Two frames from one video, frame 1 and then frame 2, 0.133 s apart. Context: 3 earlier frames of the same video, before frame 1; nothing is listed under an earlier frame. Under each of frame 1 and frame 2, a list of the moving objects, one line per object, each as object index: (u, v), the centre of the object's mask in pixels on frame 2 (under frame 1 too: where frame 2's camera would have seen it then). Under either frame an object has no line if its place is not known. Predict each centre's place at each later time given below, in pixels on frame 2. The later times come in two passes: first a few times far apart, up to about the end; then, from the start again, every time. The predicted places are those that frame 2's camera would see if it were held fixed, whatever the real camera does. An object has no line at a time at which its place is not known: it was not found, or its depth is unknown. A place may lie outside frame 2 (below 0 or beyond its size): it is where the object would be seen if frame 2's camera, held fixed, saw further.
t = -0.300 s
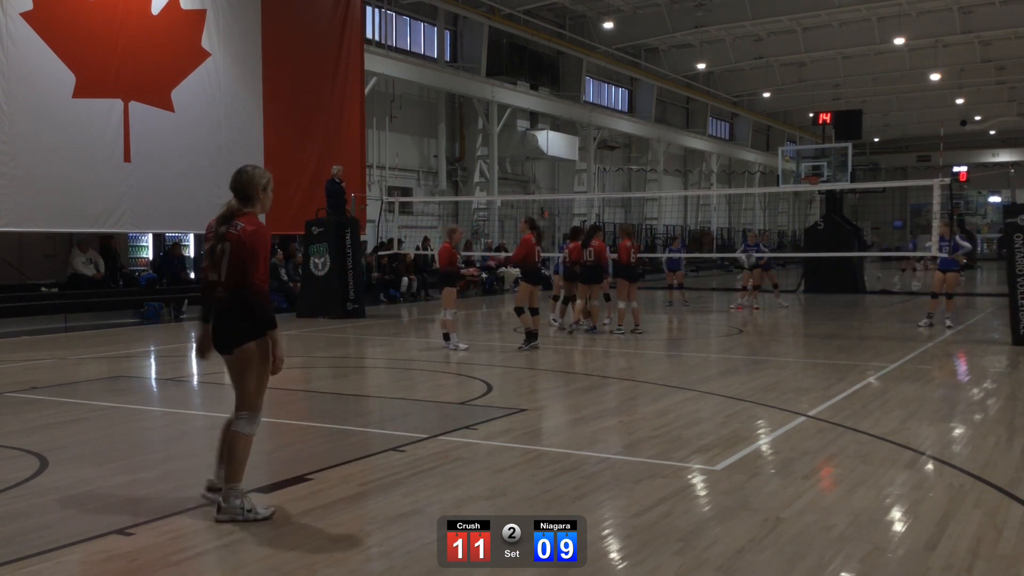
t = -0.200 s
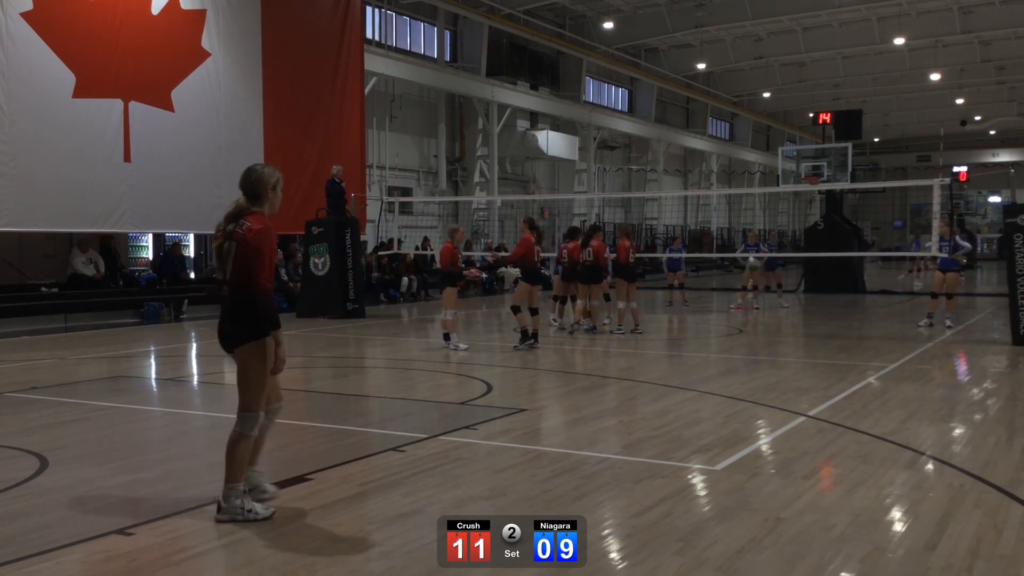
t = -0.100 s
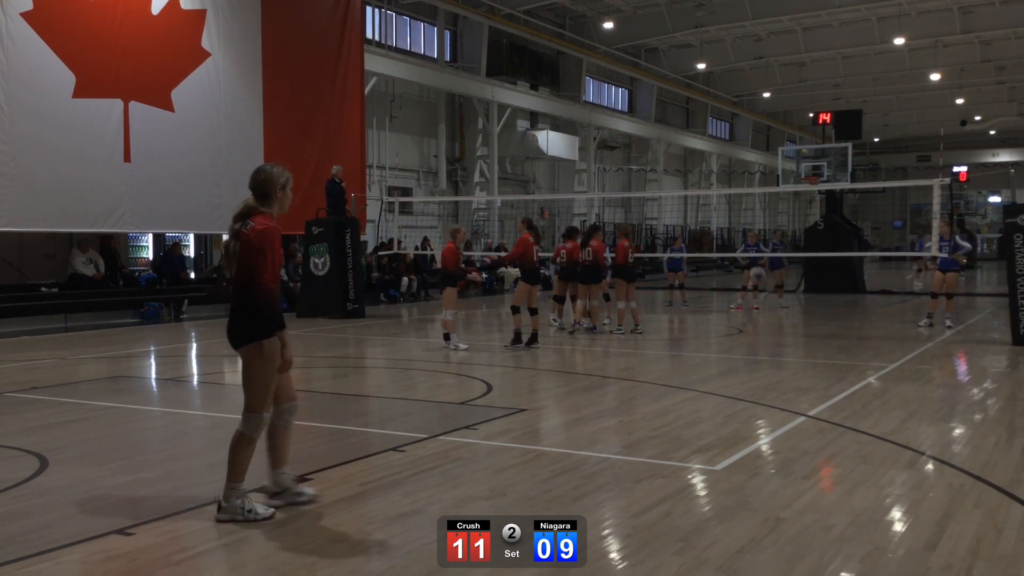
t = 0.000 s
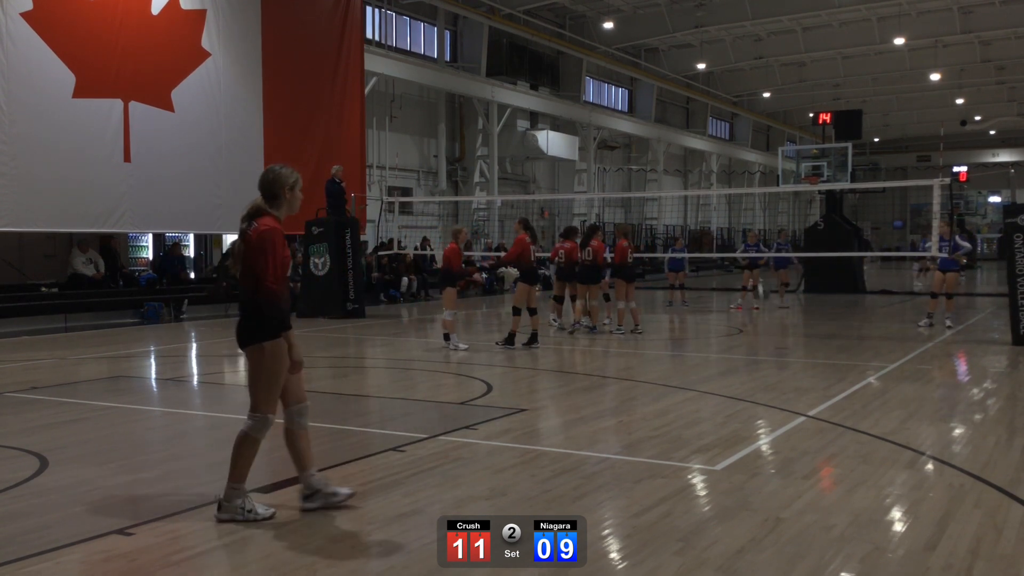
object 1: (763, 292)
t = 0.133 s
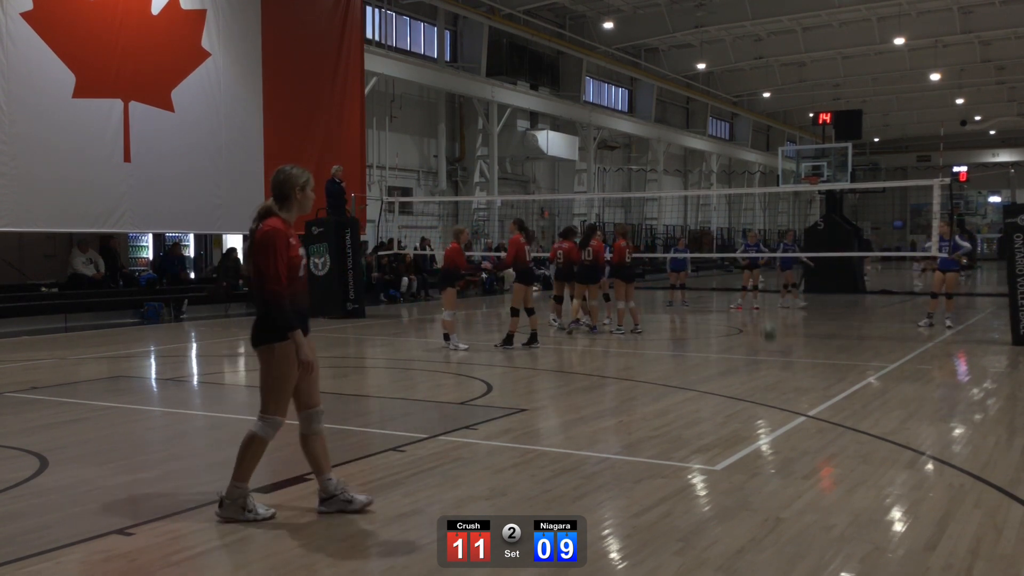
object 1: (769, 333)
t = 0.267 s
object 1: (774, 324)
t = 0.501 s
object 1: (783, 301)
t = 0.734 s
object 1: (793, 325)
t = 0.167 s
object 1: (770, 343)
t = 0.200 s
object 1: (772, 338)
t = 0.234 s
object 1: (773, 330)
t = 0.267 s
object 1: (774, 324)
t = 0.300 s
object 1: (775, 318)
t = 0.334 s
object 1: (776, 313)
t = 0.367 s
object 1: (778, 309)
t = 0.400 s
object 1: (779, 305)
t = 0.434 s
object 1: (781, 303)
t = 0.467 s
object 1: (781, 301)
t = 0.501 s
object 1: (783, 301)
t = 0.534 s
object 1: (784, 301)
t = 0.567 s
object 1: (785, 303)
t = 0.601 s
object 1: (787, 305)
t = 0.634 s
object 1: (790, 308)
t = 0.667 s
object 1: (790, 313)
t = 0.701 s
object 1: (791, 319)
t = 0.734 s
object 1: (793, 325)
